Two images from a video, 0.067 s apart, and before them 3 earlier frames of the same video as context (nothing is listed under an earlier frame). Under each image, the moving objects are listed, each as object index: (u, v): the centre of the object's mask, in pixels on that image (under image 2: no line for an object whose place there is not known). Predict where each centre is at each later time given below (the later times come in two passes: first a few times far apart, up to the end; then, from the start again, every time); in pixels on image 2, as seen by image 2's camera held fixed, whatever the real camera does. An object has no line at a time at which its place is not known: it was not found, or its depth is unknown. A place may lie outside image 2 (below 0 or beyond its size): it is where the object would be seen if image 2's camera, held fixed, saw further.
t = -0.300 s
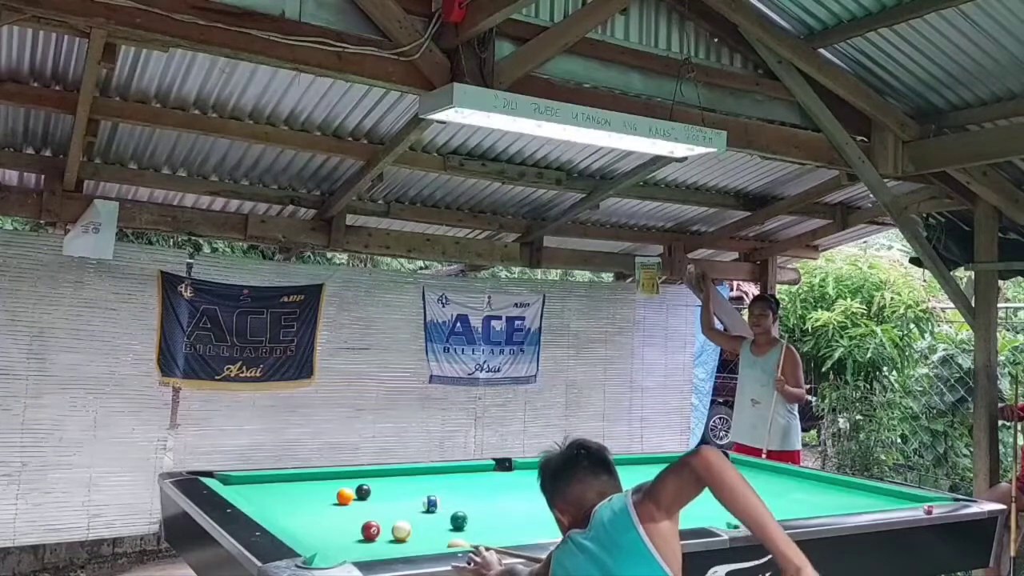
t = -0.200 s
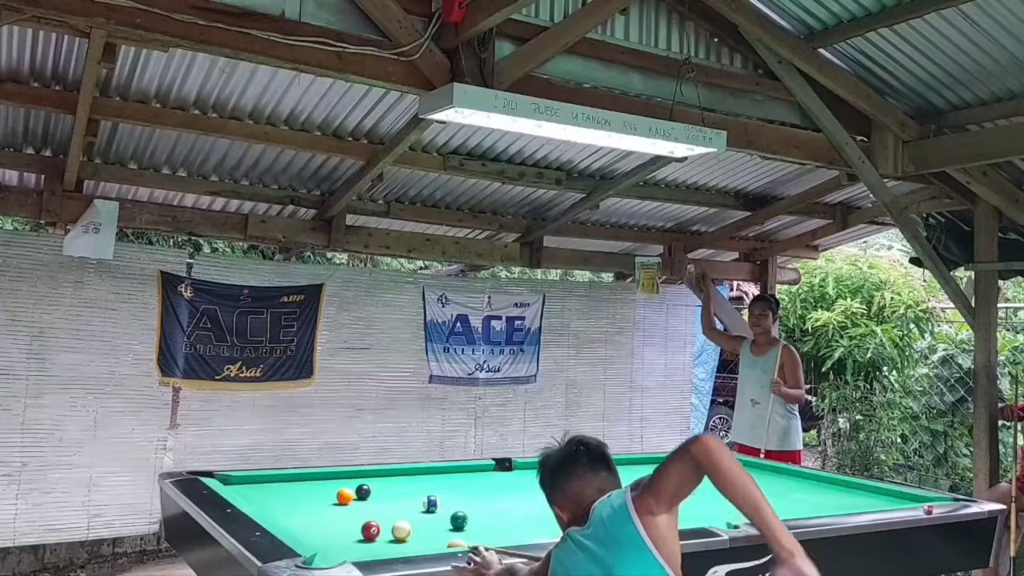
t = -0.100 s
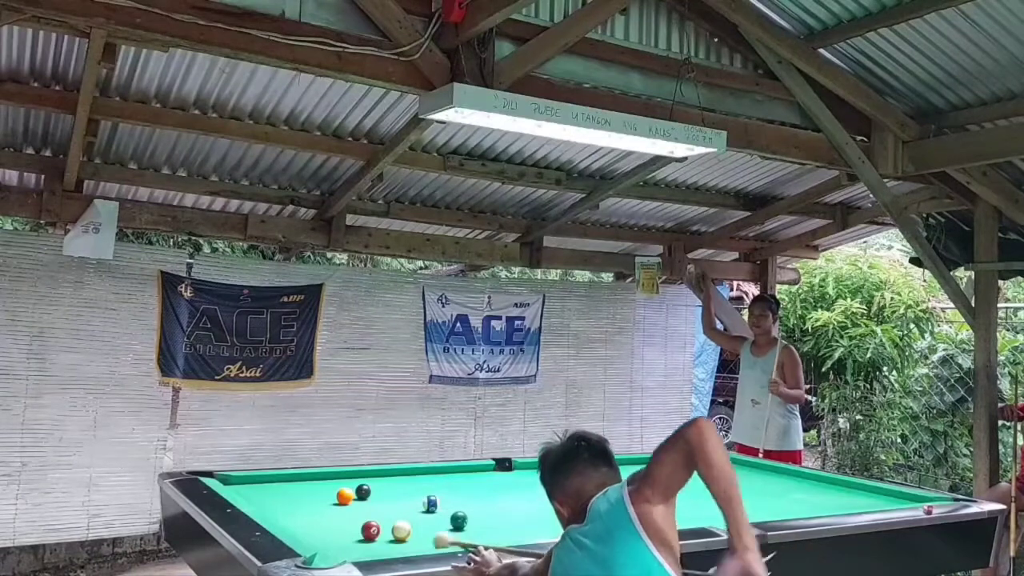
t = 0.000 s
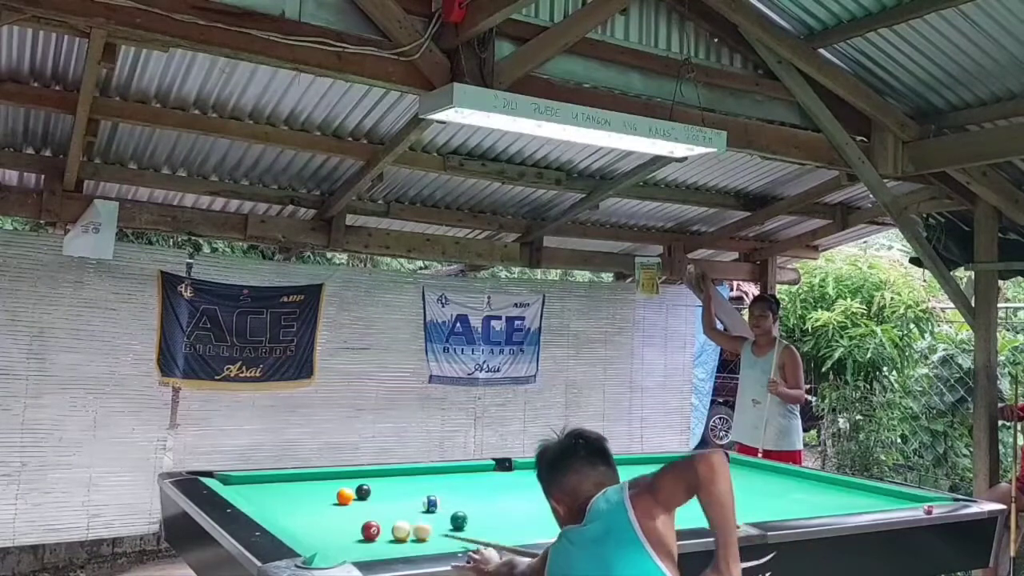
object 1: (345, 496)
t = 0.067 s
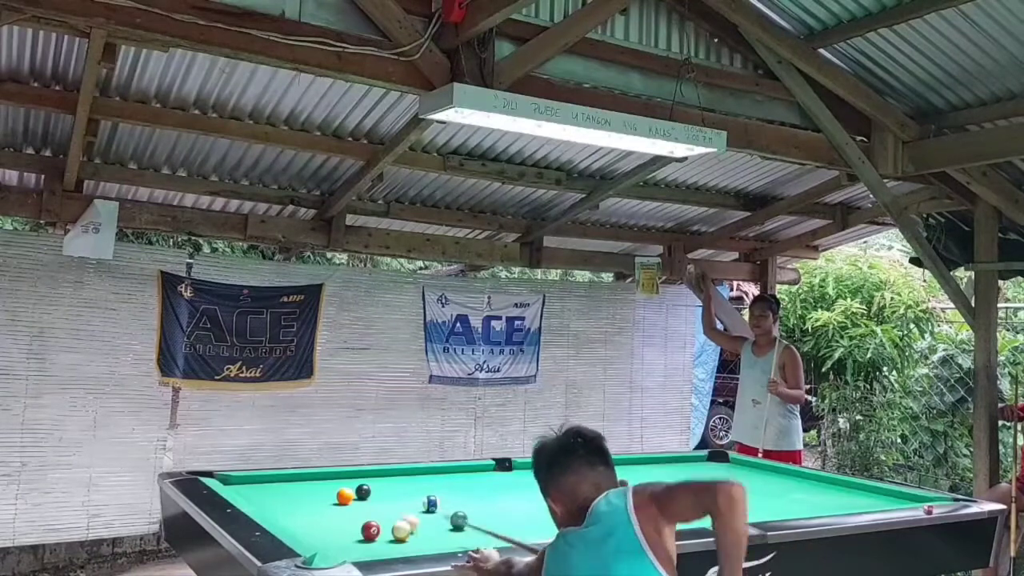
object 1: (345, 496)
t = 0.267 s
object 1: (345, 496)
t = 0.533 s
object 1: (317, 494)
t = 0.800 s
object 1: (277, 491)
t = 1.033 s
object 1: (246, 488)
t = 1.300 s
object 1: (234, 485)
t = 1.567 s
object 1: (243, 483)
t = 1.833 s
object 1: (250, 481)
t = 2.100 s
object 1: (256, 480)
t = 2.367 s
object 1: (262, 478)
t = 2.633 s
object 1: (266, 478)
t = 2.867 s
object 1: (269, 478)
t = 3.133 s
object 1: (271, 478)
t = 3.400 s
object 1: (272, 478)
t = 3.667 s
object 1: (271, 478)
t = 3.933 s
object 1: (271, 478)
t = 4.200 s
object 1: (271, 478)
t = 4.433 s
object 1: (271, 478)
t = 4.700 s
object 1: (272, 478)
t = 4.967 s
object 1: (272, 478)
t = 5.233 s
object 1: (272, 478)
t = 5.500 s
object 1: (272, 478)
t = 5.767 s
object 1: (271, 478)
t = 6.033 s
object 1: (271, 479)
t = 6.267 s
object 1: (271, 479)
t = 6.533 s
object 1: (272, 479)
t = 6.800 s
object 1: (272, 479)
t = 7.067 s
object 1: (272, 479)
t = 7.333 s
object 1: (272, 479)
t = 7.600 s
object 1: (272, 479)
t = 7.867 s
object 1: (272, 479)
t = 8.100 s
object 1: (272, 479)
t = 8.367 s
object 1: (272, 479)
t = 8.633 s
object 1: (272, 479)
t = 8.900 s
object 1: (272, 479)
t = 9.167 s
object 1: (271, 479)
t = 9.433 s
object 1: (271, 479)
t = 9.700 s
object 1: (272, 479)
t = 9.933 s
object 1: (272, 479)
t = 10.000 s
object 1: (272, 479)
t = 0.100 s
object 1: (345, 496)
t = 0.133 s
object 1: (345, 496)
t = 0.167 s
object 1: (345, 496)
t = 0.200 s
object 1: (345, 496)
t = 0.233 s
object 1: (345, 496)
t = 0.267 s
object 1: (345, 496)
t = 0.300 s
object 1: (345, 496)
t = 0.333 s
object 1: (345, 496)
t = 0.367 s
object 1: (345, 496)
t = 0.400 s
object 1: (339, 495)
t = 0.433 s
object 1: (333, 495)
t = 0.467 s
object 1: (327, 494)
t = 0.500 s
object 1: (321, 494)
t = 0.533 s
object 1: (317, 494)
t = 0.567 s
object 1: (311, 494)
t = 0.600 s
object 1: (307, 494)
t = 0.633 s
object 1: (301, 493)
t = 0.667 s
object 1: (296, 493)
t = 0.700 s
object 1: (292, 492)
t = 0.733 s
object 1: (287, 491)
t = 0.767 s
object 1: (282, 491)
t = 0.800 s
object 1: (277, 491)
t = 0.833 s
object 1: (273, 491)
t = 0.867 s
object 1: (268, 490)
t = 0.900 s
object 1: (263, 490)
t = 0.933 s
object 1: (259, 489)
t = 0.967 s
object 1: (255, 489)
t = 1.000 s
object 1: (250, 488)
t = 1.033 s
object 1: (246, 488)
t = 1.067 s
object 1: (242, 488)
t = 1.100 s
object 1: (238, 487)
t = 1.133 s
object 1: (234, 485)
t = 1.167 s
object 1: (231, 485)
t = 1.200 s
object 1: (232, 485)
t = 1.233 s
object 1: (233, 485)
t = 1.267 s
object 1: (234, 485)
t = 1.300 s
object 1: (234, 485)
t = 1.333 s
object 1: (235, 484)
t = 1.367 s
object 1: (236, 484)
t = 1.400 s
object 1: (238, 484)
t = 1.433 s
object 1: (238, 484)
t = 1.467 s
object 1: (239, 484)
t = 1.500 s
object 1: (240, 484)
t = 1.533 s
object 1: (241, 484)
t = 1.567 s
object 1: (243, 483)
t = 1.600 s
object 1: (243, 483)
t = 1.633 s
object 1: (244, 482)
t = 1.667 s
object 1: (245, 482)
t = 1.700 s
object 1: (246, 482)
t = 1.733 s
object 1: (247, 482)
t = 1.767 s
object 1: (248, 481)
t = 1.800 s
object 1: (249, 481)
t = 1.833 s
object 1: (250, 481)
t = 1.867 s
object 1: (250, 481)
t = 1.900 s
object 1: (251, 480)
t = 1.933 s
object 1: (253, 480)
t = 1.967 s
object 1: (253, 480)
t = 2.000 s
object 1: (254, 480)
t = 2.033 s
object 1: (255, 480)
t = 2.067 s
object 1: (255, 479)
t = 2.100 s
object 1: (256, 480)
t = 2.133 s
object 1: (256, 480)
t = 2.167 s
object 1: (257, 479)
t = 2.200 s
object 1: (258, 479)
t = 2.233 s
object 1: (259, 478)
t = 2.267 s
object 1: (259, 479)
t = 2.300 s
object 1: (260, 478)
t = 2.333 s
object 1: (261, 478)
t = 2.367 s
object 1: (262, 478)
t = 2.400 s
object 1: (262, 478)
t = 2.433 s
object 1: (263, 478)
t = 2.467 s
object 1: (263, 478)
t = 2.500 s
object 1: (264, 478)
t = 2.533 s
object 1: (265, 478)
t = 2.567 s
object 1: (266, 478)
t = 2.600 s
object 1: (266, 478)
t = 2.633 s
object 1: (266, 478)
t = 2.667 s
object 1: (267, 478)
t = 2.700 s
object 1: (267, 478)
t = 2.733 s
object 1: (268, 478)
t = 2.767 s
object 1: (268, 478)
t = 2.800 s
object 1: (269, 478)
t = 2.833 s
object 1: (269, 478)
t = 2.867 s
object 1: (269, 478)
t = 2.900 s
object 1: (269, 478)
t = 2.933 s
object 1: (270, 478)
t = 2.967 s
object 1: (270, 478)
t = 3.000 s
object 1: (270, 478)
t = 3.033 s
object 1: (271, 478)
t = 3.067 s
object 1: (271, 478)
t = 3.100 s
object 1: (272, 478)
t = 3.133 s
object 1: (271, 478)
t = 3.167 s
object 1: (272, 478)
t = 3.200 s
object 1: (272, 478)
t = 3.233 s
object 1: (272, 478)
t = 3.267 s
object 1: (272, 478)
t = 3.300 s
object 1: (272, 478)
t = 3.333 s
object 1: (272, 478)
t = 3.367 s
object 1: (272, 478)
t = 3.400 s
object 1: (272, 478)
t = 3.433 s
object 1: (272, 478)
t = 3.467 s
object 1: (272, 478)
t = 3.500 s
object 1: (272, 478)
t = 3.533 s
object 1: (271, 478)
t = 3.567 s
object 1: (271, 478)
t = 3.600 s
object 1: (271, 478)
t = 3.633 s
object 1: (271, 478)
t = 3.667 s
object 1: (271, 478)
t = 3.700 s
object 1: (271, 478)
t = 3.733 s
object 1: (271, 478)
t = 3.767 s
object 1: (271, 478)
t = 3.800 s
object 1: (271, 478)
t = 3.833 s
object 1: (271, 478)
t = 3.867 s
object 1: (271, 478)
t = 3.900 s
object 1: (271, 478)
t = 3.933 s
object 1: (271, 478)
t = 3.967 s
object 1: (271, 478)
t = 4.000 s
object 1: (271, 478)
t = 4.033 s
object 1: (271, 478)
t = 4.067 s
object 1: (271, 478)
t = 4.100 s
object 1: (271, 478)
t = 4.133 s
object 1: (271, 478)
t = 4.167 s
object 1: (271, 478)
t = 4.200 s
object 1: (271, 478)
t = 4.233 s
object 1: (271, 478)
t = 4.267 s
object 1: (271, 478)
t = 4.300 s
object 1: (271, 478)
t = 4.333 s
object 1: (271, 478)
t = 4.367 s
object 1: (271, 479)
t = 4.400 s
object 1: (271, 479)
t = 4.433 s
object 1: (271, 478)
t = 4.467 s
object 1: (271, 479)
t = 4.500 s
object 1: (272, 478)
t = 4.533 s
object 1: (271, 478)
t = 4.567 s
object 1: (272, 478)
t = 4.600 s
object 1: (272, 478)
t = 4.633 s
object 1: (272, 478)
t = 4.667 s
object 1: (272, 478)
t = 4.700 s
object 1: (272, 478)
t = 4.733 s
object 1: (272, 478)
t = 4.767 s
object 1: (272, 478)
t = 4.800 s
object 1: (272, 478)
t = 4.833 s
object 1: (272, 478)
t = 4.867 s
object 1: (272, 478)
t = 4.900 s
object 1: (272, 478)
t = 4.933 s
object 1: (272, 478)
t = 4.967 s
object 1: (272, 478)
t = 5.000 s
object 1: (272, 478)
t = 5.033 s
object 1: (272, 478)
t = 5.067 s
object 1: (272, 478)
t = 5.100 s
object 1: (272, 478)
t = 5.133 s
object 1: (272, 478)
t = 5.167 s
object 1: (272, 478)
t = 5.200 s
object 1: (272, 478)
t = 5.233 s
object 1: (272, 478)
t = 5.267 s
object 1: (272, 478)
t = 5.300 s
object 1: (272, 478)
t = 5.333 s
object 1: (272, 478)
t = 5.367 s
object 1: (272, 478)
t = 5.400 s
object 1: (272, 478)
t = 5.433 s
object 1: (272, 478)
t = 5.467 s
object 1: (272, 478)
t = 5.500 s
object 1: (272, 478)
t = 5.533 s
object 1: (272, 478)
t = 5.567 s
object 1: (272, 478)
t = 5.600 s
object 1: (272, 479)
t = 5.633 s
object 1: (272, 478)
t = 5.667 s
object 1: (272, 478)
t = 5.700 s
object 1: (272, 479)
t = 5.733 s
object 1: (272, 479)
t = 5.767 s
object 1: (271, 478)
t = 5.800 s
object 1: (271, 478)
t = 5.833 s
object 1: (272, 479)
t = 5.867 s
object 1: (272, 479)
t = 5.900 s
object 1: (272, 479)
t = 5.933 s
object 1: (271, 479)
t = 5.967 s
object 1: (271, 479)
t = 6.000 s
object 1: (271, 479)
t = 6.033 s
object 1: (271, 479)
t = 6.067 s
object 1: (271, 479)
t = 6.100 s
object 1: (271, 479)
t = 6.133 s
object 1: (271, 479)
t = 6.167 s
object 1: (272, 479)
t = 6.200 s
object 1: (271, 479)
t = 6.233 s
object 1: (271, 479)
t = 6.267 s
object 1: (271, 479)
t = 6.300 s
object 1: (272, 479)
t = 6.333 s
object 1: (272, 479)
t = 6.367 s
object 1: (272, 479)
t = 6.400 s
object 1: (272, 479)
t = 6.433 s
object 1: (272, 479)
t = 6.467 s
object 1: (272, 479)
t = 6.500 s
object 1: (272, 479)
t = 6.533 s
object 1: (272, 479)
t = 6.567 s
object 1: (272, 479)
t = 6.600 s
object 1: (272, 479)
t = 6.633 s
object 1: (272, 479)
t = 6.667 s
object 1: (272, 479)
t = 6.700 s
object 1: (272, 479)
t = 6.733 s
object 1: (272, 479)
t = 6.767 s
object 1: (272, 479)
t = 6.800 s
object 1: (272, 479)
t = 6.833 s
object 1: (272, 479)
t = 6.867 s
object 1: (272, 479)
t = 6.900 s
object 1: (272, 479)
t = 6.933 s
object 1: (272, 479)
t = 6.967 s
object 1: (272, 479)
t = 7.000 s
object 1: (272, 479)
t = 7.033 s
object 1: (272, 479)
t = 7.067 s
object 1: (272, 479)
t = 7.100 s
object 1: (272, 479)
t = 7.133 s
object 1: (272, 479)
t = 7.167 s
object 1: (272, 479)
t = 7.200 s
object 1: (272, 479)
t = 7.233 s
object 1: (272, 479)
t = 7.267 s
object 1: (272, 479)
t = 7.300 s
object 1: (272, 479)
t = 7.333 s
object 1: (272, 479)
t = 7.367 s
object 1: (272, 479)
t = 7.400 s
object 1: (272, 479)
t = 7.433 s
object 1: (272, 479)
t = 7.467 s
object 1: (272, 479)
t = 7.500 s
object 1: (272, 479)
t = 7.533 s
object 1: (272, 479)
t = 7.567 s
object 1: (272, 479)
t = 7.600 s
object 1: (272, 479)
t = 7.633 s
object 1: (272, 479)
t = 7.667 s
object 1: (272, 479)
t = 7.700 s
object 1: (272, 479)
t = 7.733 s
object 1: (272, 479)
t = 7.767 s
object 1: (272, 479)
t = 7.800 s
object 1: (272, 479)
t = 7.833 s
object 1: (272, 479)
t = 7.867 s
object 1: (272, 479)
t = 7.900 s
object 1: (272, 479)
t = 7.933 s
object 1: (272, 479)
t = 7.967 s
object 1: (272, 479)
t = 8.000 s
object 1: (272, 479)
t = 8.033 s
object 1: (272, 479)
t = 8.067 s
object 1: (272, 479)
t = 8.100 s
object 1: (272, 479)
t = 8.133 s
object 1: (272, 479)
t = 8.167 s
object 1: (272, 479)
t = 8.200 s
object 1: (272, 479)
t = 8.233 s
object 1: (272, 479)
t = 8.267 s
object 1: (272, 479)
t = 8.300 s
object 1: (272, 479)
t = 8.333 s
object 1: (272, 479)
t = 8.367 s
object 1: (272, 479)
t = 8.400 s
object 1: (272, 479)
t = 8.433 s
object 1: (272, 479)
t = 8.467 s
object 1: (272, 479)
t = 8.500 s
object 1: (272, 479)
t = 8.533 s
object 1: (272, 479)
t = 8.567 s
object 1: (272, 479)
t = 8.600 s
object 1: (272, 479)
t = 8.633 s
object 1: (272, 479)
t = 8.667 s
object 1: (272, 479)
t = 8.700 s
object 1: (272, 479)
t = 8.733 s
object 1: (272, 479)
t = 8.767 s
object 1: (272, 479)
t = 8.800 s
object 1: (272, 479)
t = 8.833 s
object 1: (272, 479)
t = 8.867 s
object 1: (272, 479)
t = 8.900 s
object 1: (272, 479)
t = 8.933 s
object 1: (271, 479)
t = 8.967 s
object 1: (272, 479)
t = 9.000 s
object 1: (271, 479)
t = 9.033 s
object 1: (271, 479)
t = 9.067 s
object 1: (271, 479)
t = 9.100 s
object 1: (271, 478)
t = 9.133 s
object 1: (271, 478)
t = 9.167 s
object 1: (271, 479)
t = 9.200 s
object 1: (271, 479)
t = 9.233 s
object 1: (272, 479)
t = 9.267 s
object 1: (272, 479)
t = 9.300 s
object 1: (272, 479)
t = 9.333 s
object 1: (271, 479)
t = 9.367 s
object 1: (272, 479)
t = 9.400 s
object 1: (272, 479)
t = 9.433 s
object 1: (271, 479)
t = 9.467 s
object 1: (271, 479)
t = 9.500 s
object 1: (272, 479)
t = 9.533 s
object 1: (271, 479)
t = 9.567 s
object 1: (271, 479)
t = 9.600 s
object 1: (271, 479)
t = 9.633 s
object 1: (272, 479)
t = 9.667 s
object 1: (271, 479)
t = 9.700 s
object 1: (272, 479)
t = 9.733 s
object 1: (271, 479)
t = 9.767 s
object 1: (271, 479)
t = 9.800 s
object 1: (271, 479)
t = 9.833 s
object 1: (272, 479)
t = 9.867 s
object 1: (272, 479)
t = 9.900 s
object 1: (272, 479)
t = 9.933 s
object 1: (272, 479)
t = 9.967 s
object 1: (272, 479)
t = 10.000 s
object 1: (272, 479)
